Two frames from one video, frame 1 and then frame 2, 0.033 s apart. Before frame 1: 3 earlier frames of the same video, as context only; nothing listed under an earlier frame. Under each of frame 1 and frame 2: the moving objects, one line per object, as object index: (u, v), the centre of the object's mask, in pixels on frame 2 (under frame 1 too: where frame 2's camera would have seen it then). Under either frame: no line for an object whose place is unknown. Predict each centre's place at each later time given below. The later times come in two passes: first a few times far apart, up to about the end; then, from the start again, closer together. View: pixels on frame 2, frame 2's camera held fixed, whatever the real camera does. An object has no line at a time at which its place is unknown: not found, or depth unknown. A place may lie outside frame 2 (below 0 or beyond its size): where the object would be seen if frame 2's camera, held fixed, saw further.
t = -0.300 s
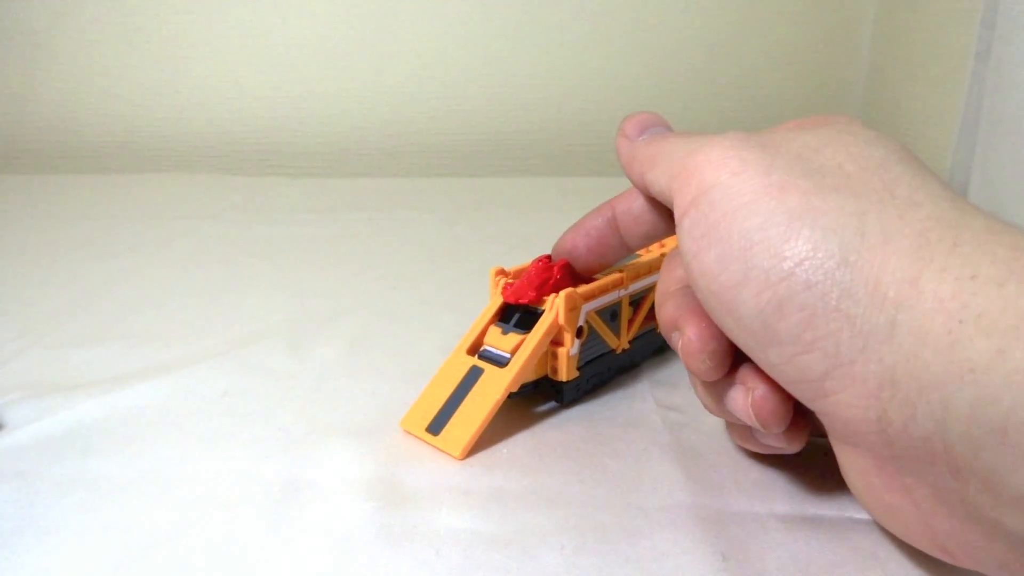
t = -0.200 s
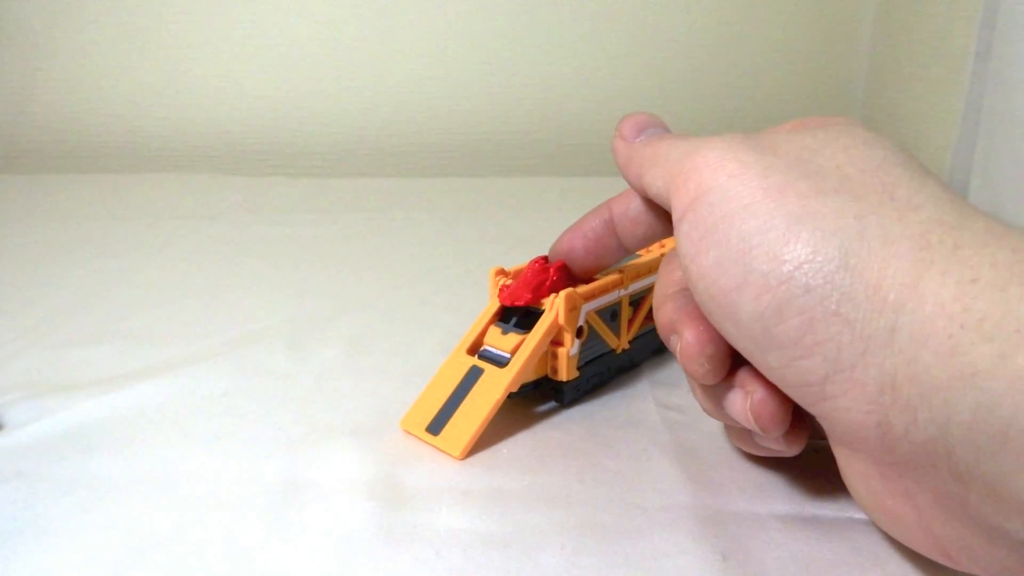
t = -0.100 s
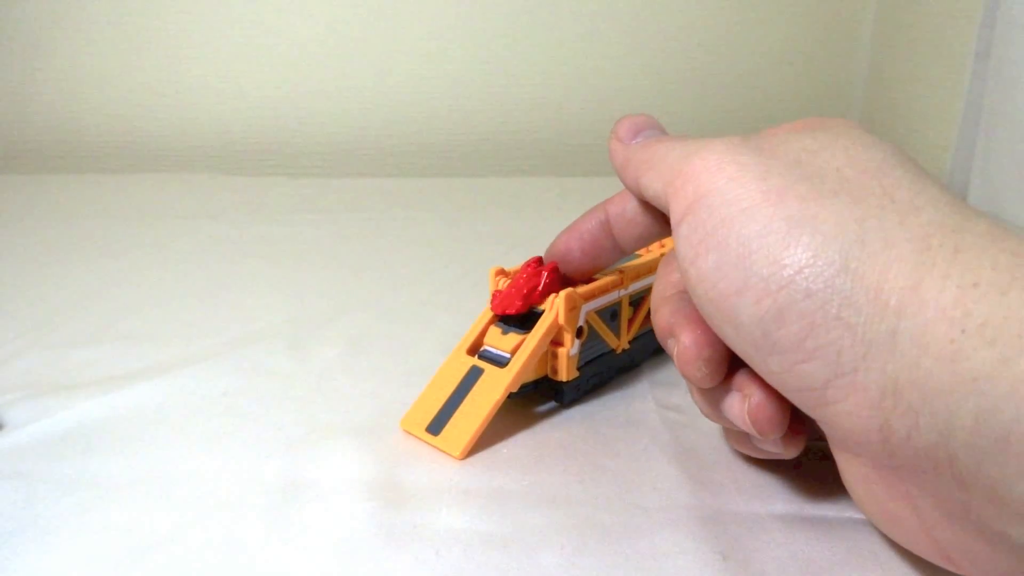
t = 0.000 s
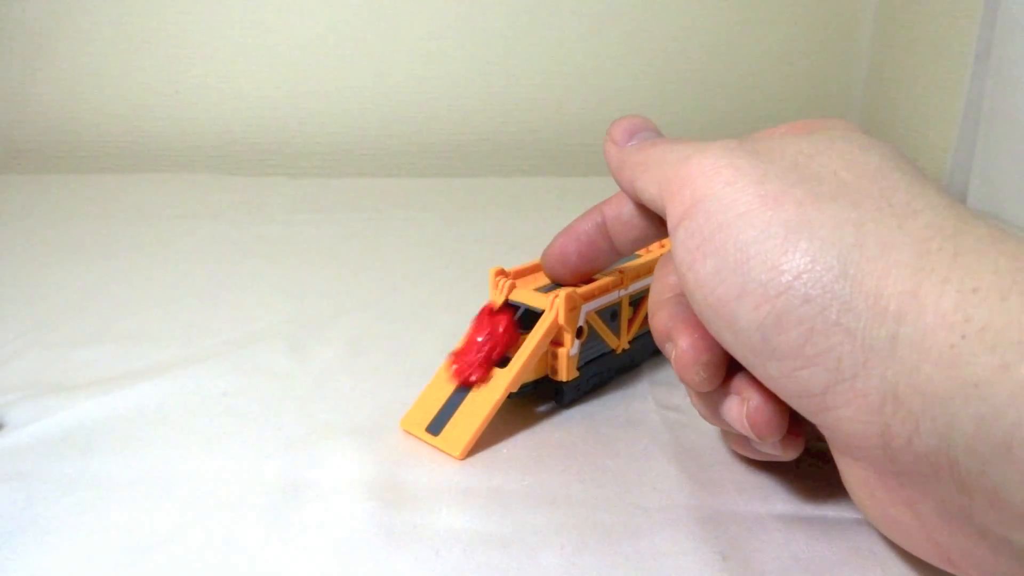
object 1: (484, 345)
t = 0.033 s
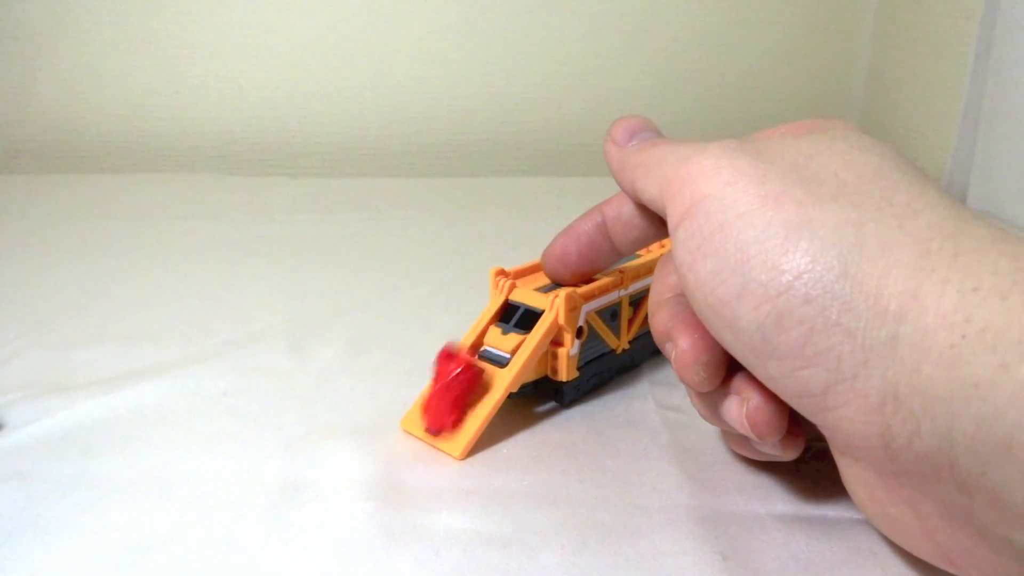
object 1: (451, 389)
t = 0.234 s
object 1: (322, 523)
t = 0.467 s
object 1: (321, 523)
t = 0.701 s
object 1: (321, 523)
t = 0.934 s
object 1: (321, 523)
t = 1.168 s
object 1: (321, 526)
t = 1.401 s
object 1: (321, 528)
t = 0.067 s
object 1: (411, 428)
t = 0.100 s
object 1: (374, 463)
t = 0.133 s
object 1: (353, 487)
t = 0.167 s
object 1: (335, 506)
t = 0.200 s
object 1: (325, 519)
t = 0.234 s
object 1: (322, 523)
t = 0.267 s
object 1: (322, 523)
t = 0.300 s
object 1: (322, 523)
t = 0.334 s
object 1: (322, 523)
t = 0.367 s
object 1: (321, 523)
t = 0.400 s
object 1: (321, 523)
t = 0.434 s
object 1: (321, 523)
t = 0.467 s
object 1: (321, 523)
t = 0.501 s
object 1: (321, 523)
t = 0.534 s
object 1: (321, 523)
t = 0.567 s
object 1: (321, 523)
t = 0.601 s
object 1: (322, 523)
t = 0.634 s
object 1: (322, 523)
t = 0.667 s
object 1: (321, 523)
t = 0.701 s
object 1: (321, 523)
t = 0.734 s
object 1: (322, 523)
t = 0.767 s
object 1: (322, 522)
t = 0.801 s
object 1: (322, 522)
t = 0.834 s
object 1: (321, 523)
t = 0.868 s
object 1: (321, 523)
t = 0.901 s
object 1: (321, 523)
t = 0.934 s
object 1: (321, 523)
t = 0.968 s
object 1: (321, 523)
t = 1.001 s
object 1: (320, 523)
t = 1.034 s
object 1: (320, 524)
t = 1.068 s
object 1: (321, 526)
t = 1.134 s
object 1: (321, 527)
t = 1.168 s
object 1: (321, 526)
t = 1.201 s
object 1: (321, 527)
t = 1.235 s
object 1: (321, 527)
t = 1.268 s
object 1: (321, 527)
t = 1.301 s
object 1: (321, 527)
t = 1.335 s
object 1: (321, 527)
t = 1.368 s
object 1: (321, 527)
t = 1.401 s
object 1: (321, 528)
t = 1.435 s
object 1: (322, 527)
